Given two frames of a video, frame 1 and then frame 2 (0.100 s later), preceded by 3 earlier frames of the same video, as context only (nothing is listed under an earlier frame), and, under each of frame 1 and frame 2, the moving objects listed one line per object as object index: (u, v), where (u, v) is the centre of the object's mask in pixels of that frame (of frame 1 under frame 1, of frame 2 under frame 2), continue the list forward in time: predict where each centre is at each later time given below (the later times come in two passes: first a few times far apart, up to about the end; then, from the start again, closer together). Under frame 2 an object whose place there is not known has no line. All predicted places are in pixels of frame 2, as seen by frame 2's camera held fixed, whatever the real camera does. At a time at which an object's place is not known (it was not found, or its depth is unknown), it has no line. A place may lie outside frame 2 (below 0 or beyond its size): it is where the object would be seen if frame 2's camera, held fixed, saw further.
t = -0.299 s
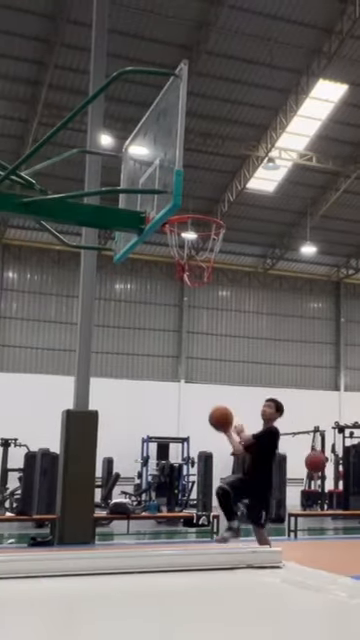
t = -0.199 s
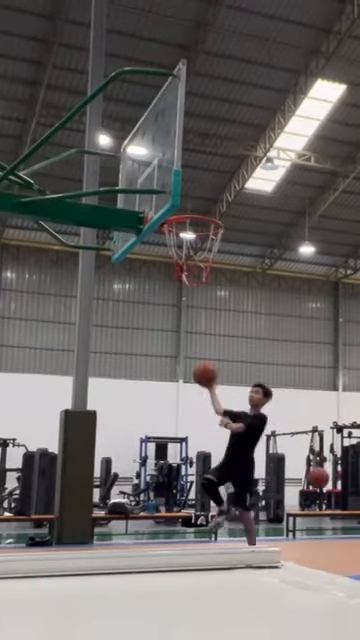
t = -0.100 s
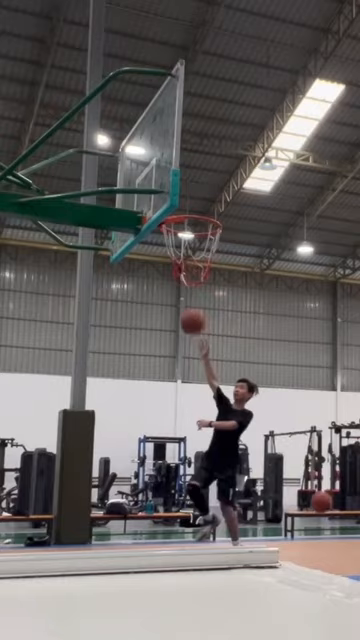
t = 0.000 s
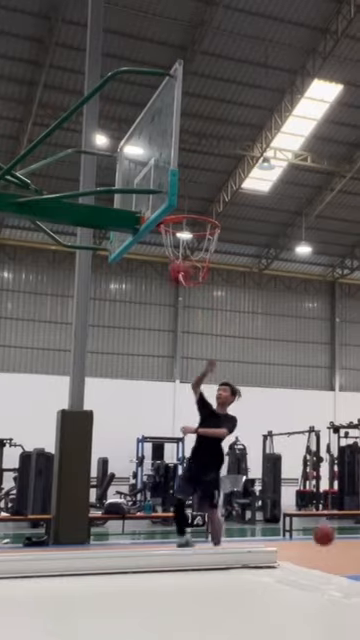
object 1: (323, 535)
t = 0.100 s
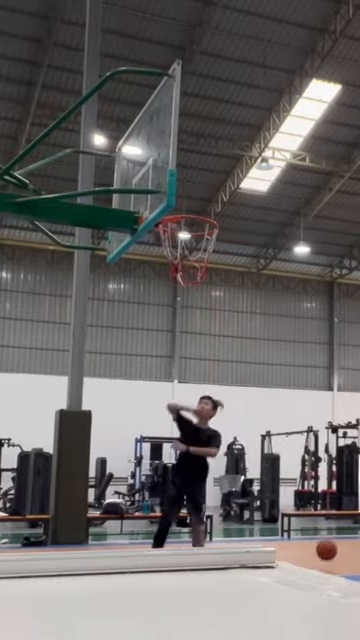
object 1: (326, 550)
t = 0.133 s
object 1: (327, 539)
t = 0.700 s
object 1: (352, 509)
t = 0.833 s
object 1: (357, 540)
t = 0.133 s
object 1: (327, 539)
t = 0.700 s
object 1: (352, 509)
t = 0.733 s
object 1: (354, 515)
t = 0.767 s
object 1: (355, 521)
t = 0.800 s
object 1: (356, 532)
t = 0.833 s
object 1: (357, 540)
